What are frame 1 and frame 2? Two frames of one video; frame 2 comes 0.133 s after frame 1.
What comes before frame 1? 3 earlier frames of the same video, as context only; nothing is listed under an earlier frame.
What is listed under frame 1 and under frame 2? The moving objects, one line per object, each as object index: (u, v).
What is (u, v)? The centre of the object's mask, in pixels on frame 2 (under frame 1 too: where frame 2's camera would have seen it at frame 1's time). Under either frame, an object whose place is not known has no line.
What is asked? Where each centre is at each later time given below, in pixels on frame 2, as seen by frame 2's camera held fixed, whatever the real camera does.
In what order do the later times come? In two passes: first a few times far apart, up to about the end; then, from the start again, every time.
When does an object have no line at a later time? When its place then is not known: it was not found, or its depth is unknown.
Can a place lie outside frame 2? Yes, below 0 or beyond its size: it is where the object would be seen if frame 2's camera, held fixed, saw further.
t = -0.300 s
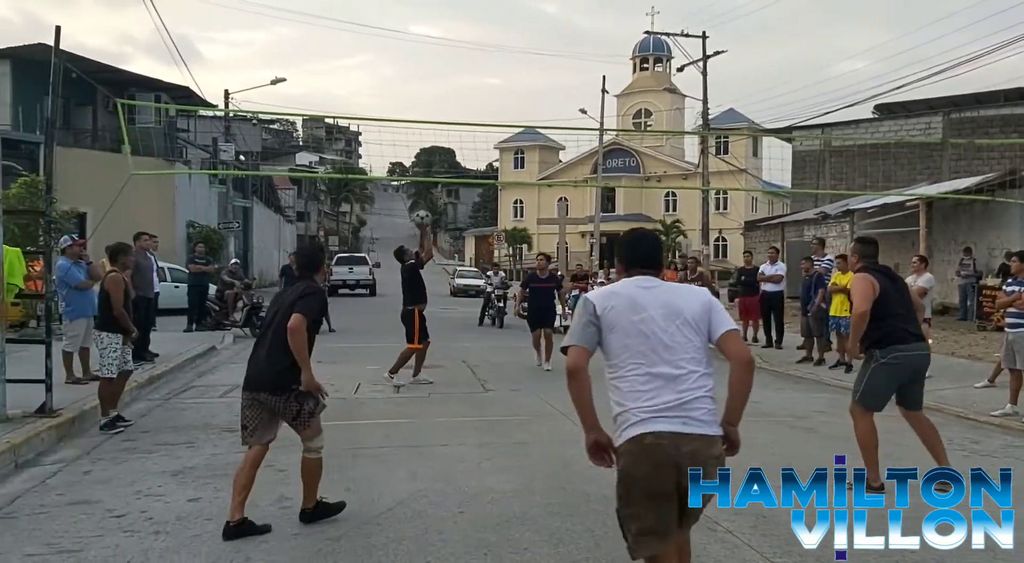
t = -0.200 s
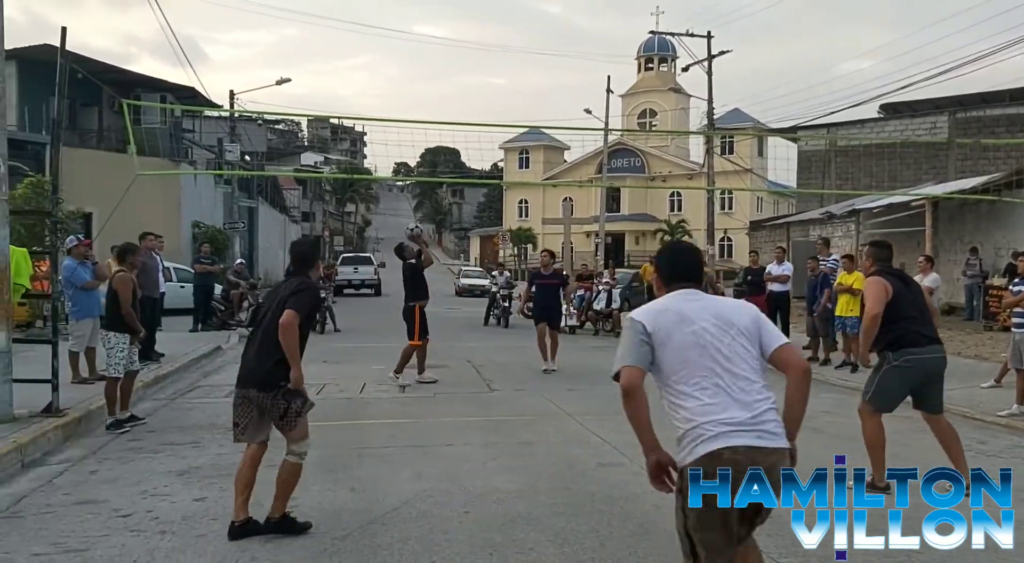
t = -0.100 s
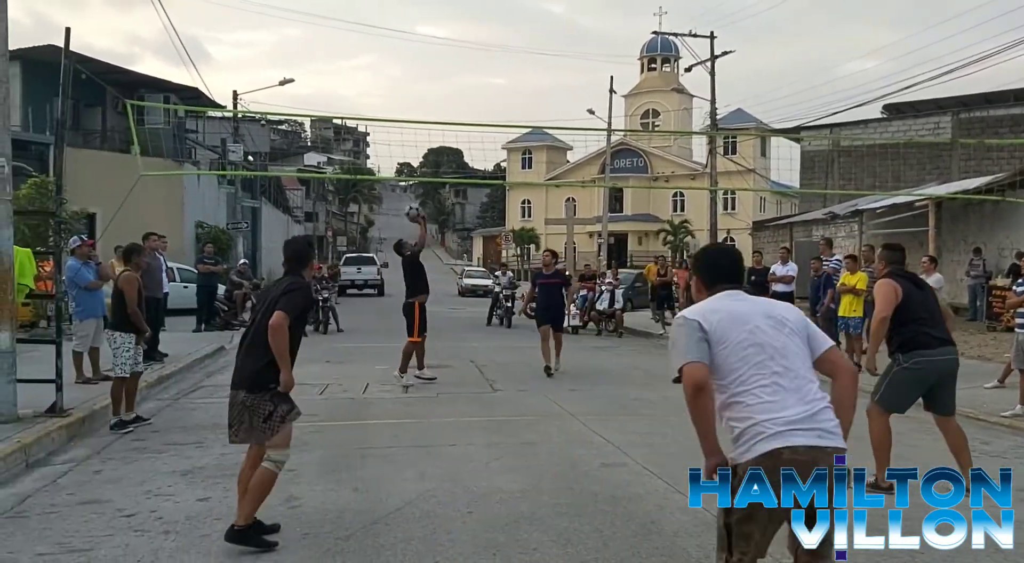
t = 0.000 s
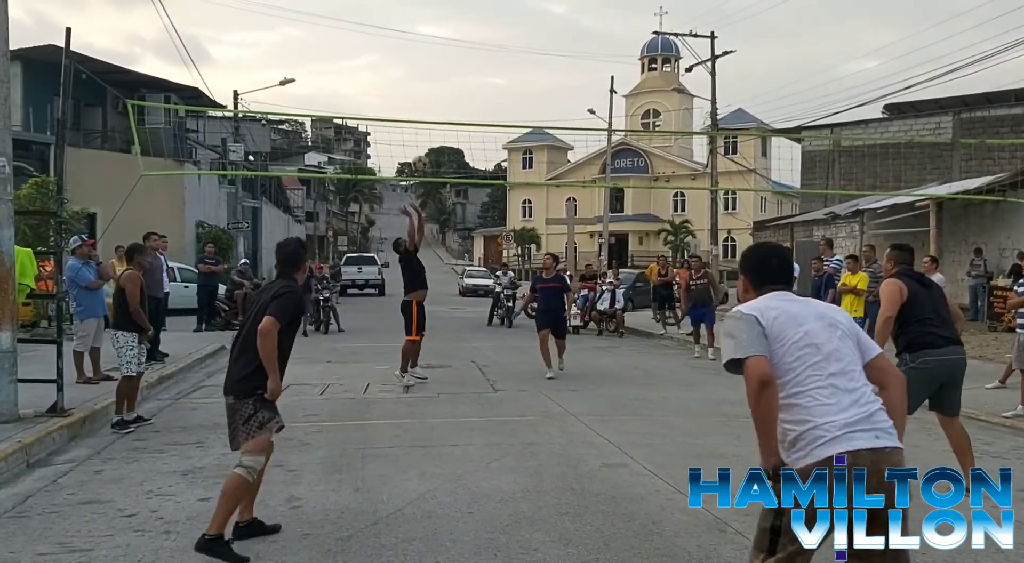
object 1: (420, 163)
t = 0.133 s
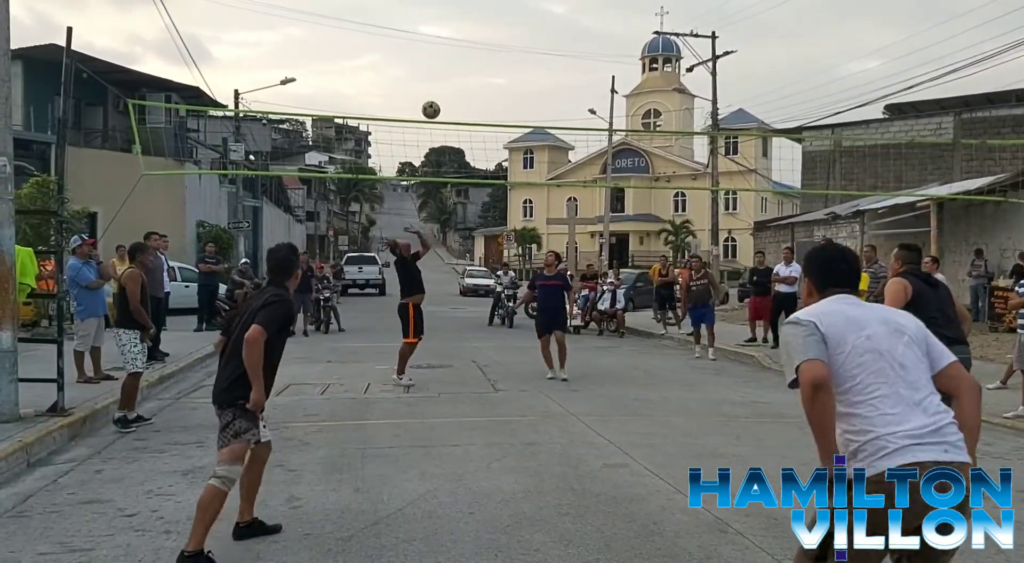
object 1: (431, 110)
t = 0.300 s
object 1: (443, 61)
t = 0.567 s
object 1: (466, 32)
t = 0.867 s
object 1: (492, 73)
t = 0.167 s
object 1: (433, 98)
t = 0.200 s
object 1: (435, 88)
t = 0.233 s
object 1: (438, 78)
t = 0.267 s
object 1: (441, 69)
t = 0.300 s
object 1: (443, 61)
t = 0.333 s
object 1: (446, 54)
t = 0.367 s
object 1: (449, 48)
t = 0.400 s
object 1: (451, 43)
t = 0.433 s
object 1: (454, 39)
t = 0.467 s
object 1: (457, 36)
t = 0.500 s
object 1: (460, 34)
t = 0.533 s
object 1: (463, 32)
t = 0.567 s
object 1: (466, 32)
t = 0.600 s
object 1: (469, 32)
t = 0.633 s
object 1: (472, 34)
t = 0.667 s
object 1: (474, 36)
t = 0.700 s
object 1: (477, 40)
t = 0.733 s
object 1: (480, 44)
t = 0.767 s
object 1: (483, 50)
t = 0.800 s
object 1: (486, 56)
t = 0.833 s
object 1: (489, 64)
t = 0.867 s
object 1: (492, 73)
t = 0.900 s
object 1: (495, 83)
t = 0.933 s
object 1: (497, 94)
